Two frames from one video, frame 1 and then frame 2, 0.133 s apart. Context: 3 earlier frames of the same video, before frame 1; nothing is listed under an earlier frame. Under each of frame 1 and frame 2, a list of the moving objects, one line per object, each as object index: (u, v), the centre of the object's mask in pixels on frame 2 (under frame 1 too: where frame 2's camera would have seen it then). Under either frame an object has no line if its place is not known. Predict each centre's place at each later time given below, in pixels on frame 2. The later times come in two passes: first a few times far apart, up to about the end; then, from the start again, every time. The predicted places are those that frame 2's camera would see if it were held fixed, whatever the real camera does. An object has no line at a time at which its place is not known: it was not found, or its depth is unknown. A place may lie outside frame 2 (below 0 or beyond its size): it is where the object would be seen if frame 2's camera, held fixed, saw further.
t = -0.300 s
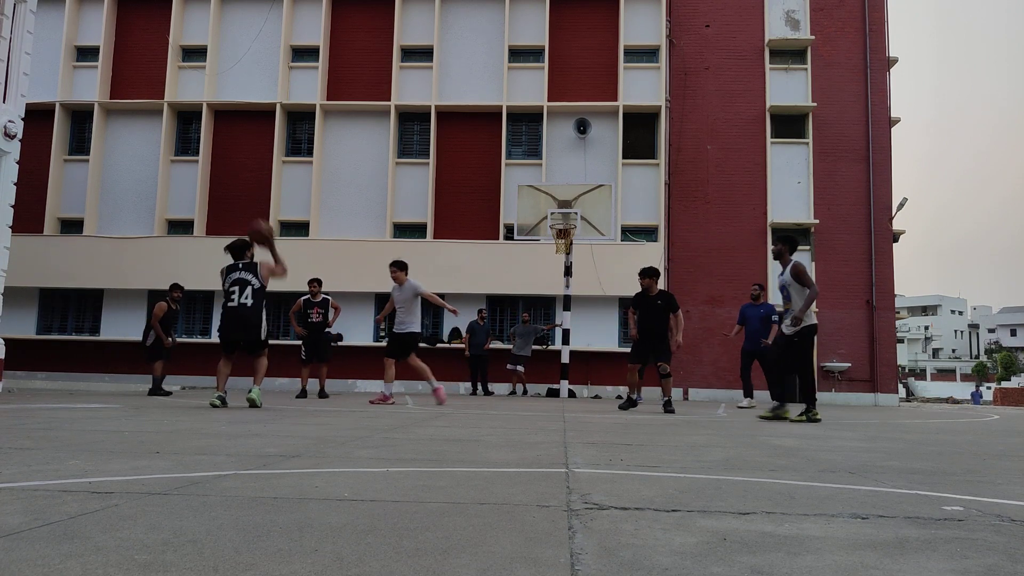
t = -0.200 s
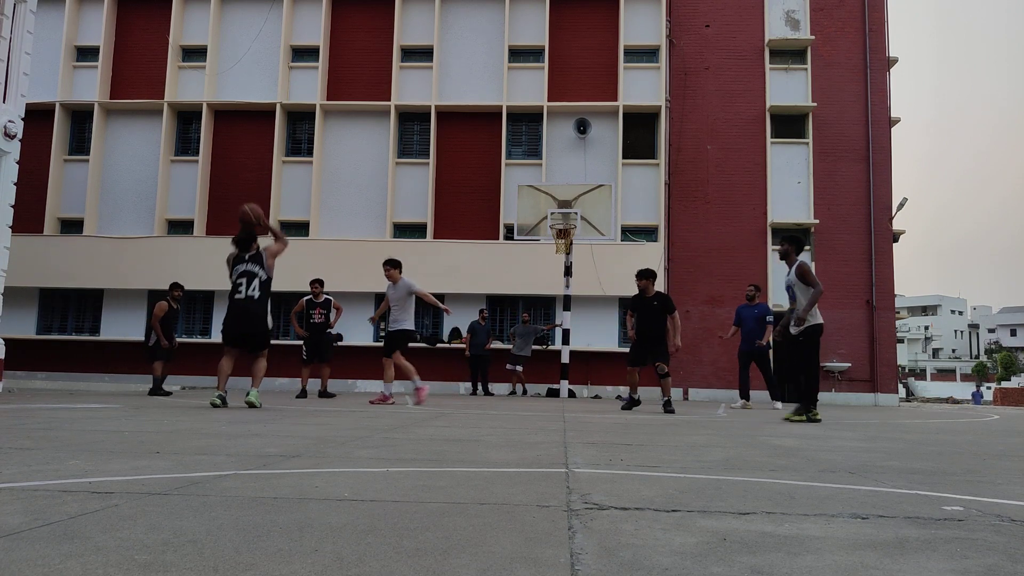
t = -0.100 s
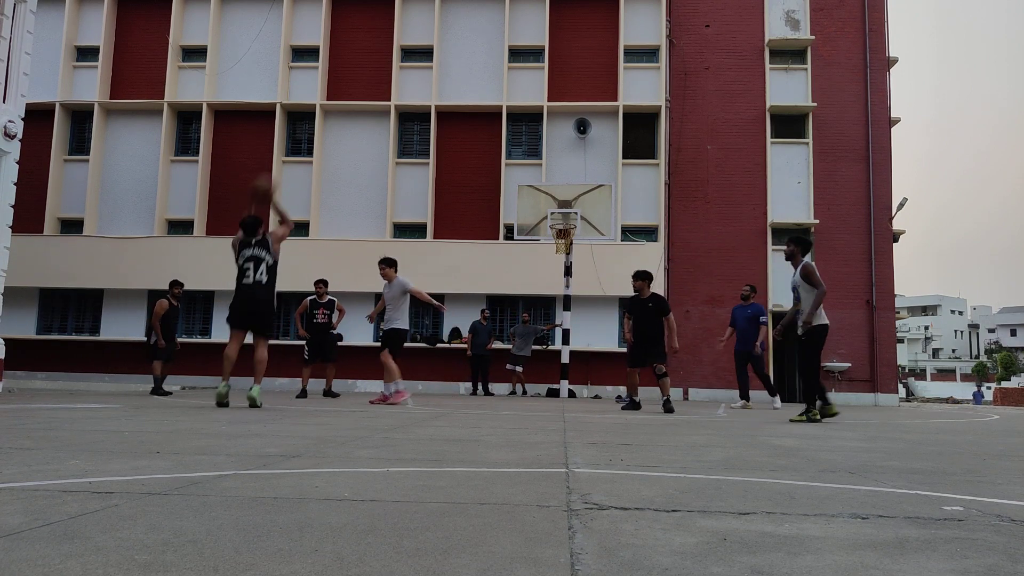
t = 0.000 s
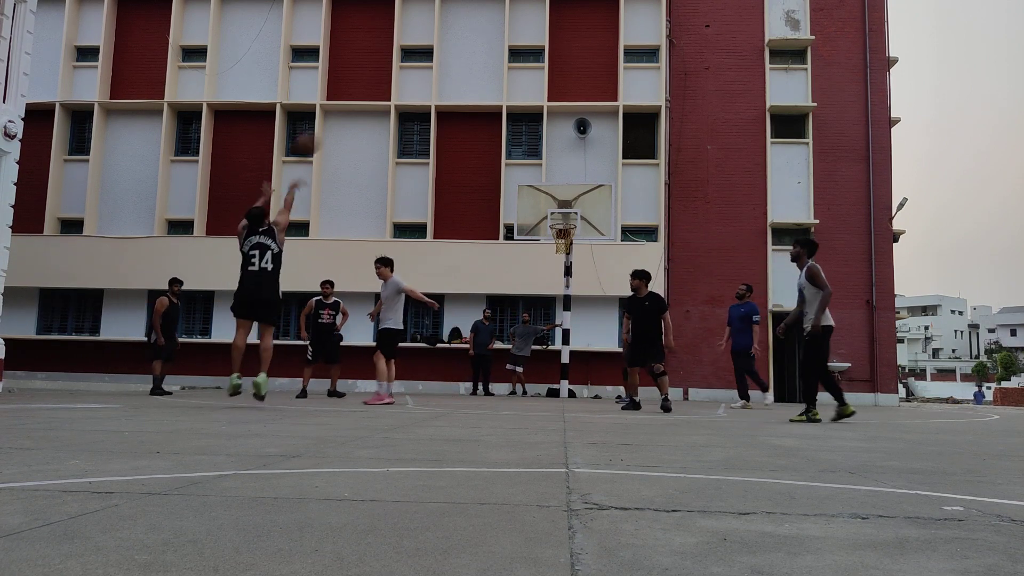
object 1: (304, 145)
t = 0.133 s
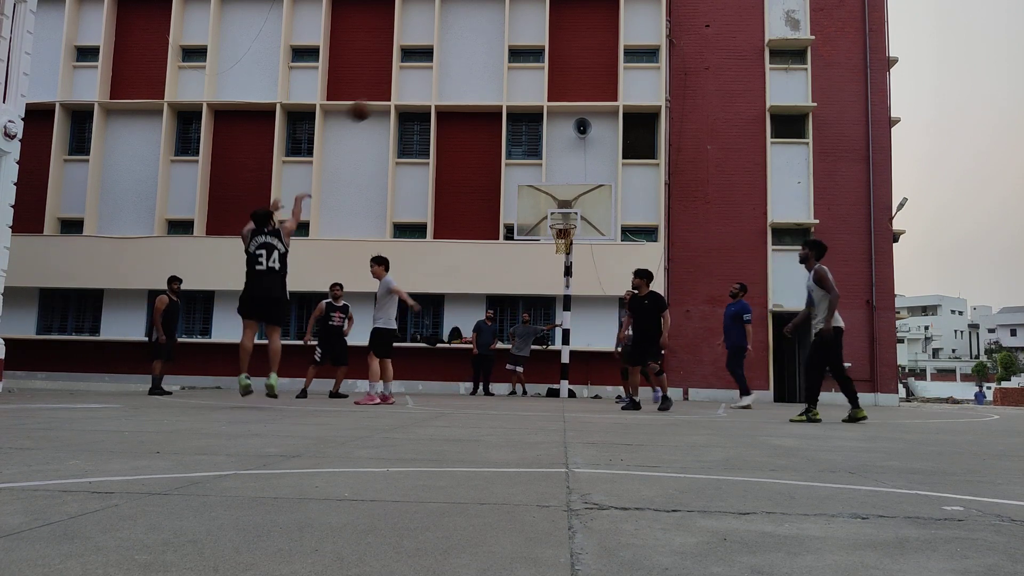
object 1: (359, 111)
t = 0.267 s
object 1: (404, 94)
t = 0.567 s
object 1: (478, 108)
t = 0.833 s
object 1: (525, 161)
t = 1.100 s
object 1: (561, 225)
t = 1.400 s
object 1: (589, 190)
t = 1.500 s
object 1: (598, 189)
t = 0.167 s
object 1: (372, 105)
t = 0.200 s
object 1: (383, 100)
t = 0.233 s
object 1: (394, 97)
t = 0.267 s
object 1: (404, 94)
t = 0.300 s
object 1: (414, 93)
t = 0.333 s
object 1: (423, 93)
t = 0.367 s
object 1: (432, 93)
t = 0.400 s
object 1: (441, 94)
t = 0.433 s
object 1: (449, 95)
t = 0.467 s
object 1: (457, 98)
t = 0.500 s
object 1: (464, 102)
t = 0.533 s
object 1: (471, 105)
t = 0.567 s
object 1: (478, 108)
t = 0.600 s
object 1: (485, 112)
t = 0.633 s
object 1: (492, 117)
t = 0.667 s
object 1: (497, 123)
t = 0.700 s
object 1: (503, 131)
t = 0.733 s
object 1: (511, 138)
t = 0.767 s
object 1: (516, 145)
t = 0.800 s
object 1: (520, 153)
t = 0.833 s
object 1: (525, 161)
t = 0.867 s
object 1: (530, 170)
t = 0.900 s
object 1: (535, 178)
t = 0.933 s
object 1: (539, 188)
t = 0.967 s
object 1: (543, 198)
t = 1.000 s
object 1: (548, 206)
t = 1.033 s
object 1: (552, 217)
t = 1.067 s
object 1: (557, 219)
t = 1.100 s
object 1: (561, 225)
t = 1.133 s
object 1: (565, 219)
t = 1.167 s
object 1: (567, 216)
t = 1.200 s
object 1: (571, 210)
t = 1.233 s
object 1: (575, 205)
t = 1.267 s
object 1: (577, 201)
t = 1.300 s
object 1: (580, 198)
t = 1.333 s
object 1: (583, 194)
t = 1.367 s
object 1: (586, 192)
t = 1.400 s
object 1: (589, 190)
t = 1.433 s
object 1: (592, 190)
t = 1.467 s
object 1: (595, 189)
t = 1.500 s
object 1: (598, 189)
